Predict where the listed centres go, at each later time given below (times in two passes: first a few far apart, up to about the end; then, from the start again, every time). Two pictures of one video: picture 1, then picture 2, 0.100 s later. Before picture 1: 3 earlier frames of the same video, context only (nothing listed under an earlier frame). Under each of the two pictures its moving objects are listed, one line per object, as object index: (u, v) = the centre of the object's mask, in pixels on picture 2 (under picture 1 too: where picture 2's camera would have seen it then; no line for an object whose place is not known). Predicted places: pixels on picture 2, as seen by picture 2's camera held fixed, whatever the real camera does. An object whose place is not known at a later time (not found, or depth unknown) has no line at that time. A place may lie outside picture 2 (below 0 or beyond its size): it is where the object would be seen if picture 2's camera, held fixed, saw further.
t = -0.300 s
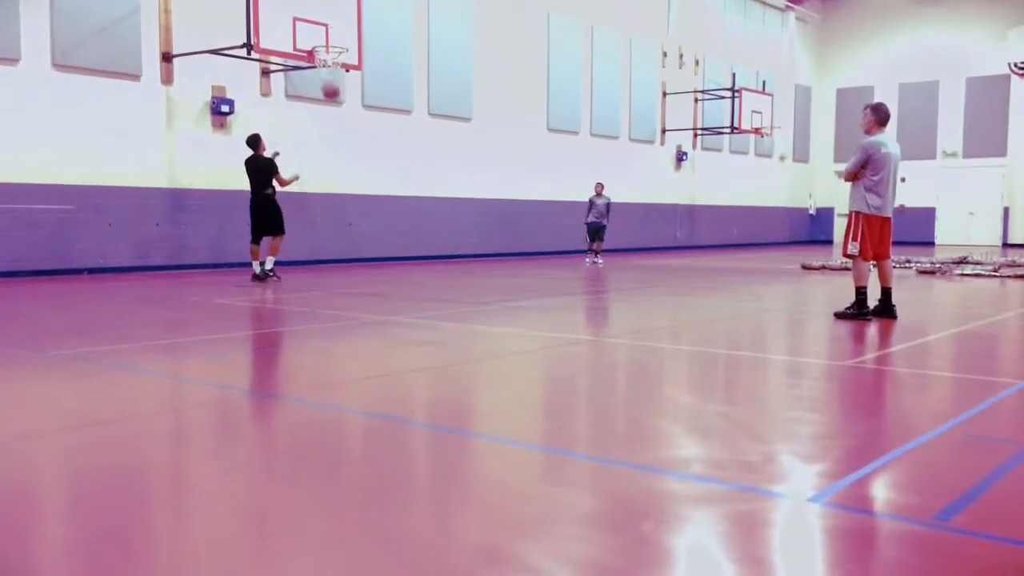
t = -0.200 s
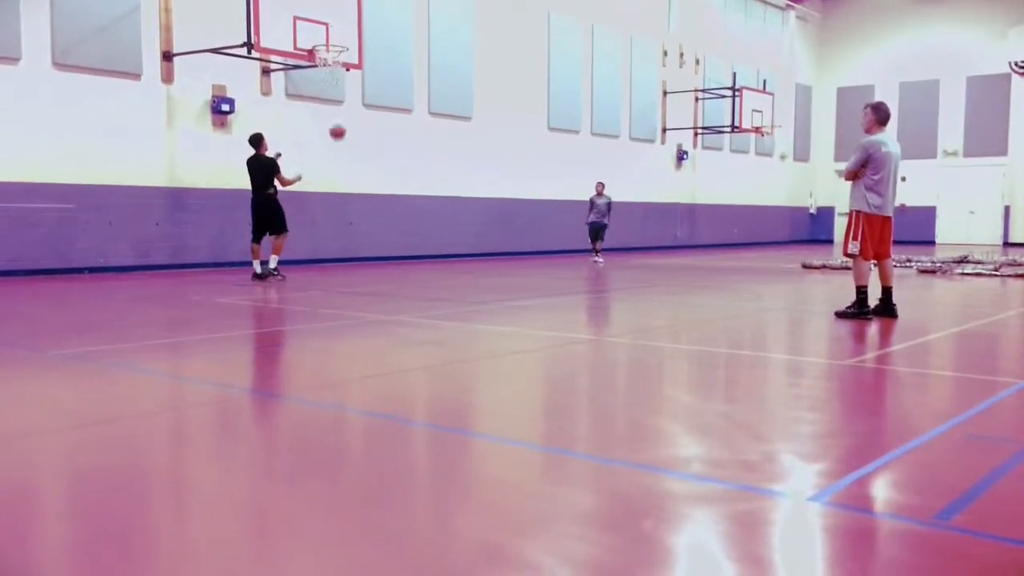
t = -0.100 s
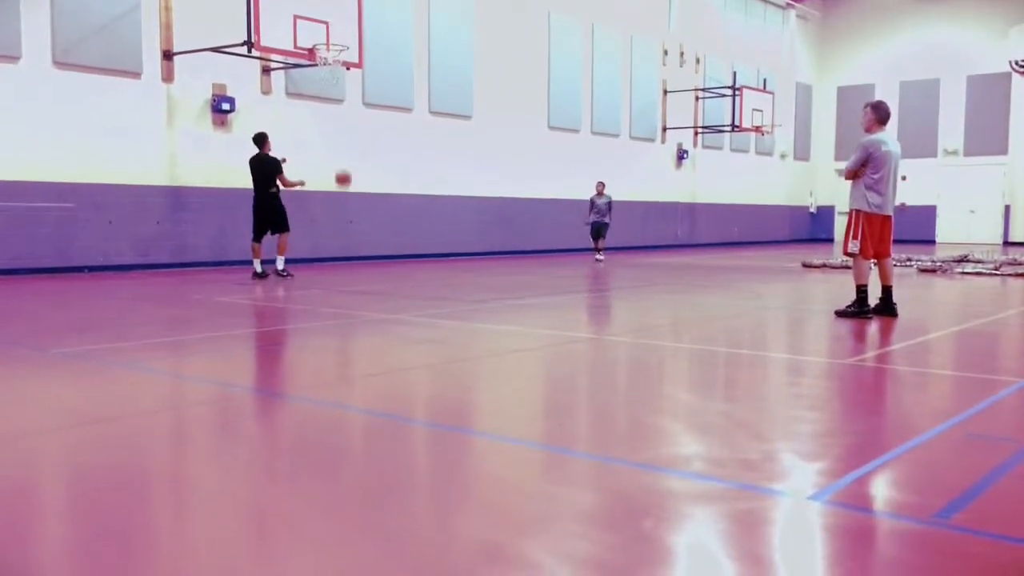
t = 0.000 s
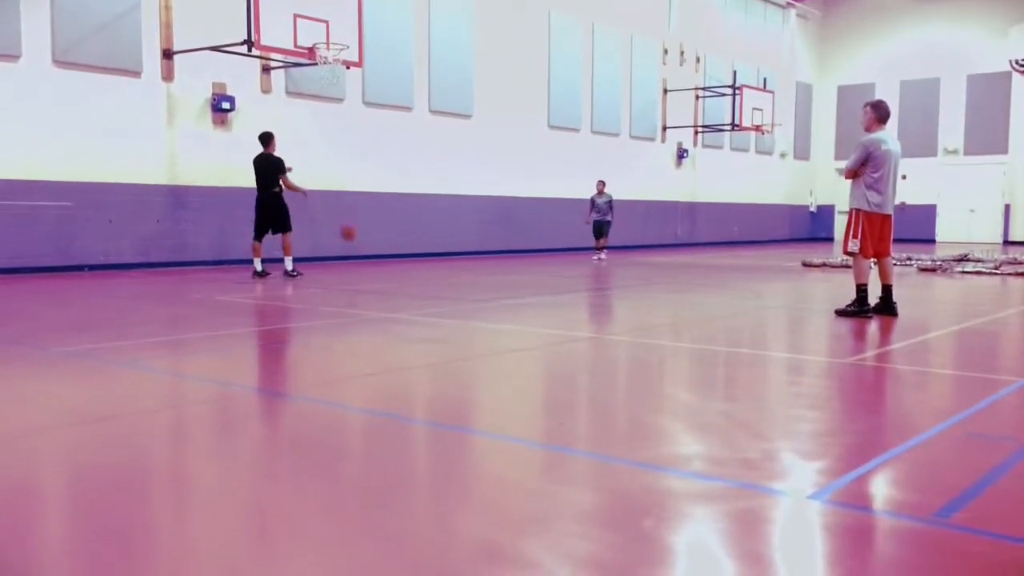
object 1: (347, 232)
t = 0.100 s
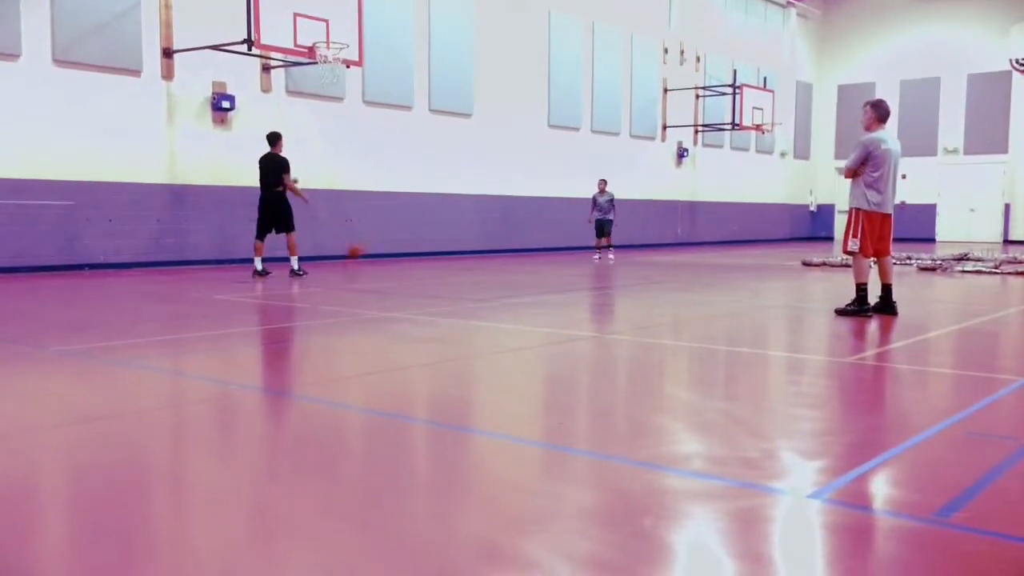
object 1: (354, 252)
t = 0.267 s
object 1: (371, 192)
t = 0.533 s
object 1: (395, 142)
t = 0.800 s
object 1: (418, 140)
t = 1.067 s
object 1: (440, 182)
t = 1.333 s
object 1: (459, 255)
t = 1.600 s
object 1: (473, 202)
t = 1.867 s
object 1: (488, 188)
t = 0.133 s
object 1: (358, 239)
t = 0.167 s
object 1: (361, 226)
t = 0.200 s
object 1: (365, 215)
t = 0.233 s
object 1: (367, 204)
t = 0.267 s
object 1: (371, 192)
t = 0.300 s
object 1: (374, 183)
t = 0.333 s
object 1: (377, 175)
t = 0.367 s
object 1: (380, 167)
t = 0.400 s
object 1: (383, 160)
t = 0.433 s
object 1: (386, 155)
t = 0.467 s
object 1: (389, 149)
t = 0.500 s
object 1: (392, 145)
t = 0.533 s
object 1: (395, 142)
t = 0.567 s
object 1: (398, 139)
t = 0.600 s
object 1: (401, 137)
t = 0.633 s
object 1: (404, 136)
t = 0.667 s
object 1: (407, 135)
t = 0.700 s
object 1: (410, 135)
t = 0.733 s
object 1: (413, 136)
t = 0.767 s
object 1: (416, 138)
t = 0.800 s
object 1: (418, 140)
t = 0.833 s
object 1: (421, 143)
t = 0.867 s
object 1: (424, 147)
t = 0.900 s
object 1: (426, 151)
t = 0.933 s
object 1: (429, 156)
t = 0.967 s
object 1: (432, 161)
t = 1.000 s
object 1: (435, 167)
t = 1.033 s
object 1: (437, 175)
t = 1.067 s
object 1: (440, 182)
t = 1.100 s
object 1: (442, 190)
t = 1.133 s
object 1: (444, 199)
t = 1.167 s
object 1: (447, 210)
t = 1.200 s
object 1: (450, 219)
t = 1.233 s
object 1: (452, 230)
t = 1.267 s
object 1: (455, 240)
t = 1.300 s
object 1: (457, 251)
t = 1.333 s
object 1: (459, 255)
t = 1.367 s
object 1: (460, 247)
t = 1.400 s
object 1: (463, 238)
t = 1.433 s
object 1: (464, 230)
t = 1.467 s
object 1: (466, 223)
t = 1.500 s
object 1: (469, 217)
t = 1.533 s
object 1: (470, 211)
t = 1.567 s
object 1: (472, 207)
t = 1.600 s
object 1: (473, 202)
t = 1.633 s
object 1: (476, 197)
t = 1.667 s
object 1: (477, 193)
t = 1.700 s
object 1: (480, 191)
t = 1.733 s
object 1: (481, 189)
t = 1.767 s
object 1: (483, 188)
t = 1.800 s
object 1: (485, 188)
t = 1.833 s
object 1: (486, 188)
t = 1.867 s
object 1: (488, 188)
